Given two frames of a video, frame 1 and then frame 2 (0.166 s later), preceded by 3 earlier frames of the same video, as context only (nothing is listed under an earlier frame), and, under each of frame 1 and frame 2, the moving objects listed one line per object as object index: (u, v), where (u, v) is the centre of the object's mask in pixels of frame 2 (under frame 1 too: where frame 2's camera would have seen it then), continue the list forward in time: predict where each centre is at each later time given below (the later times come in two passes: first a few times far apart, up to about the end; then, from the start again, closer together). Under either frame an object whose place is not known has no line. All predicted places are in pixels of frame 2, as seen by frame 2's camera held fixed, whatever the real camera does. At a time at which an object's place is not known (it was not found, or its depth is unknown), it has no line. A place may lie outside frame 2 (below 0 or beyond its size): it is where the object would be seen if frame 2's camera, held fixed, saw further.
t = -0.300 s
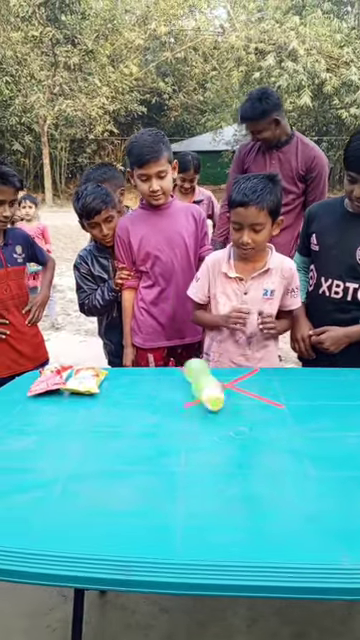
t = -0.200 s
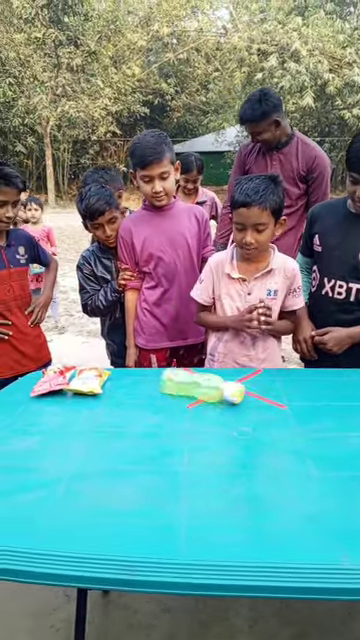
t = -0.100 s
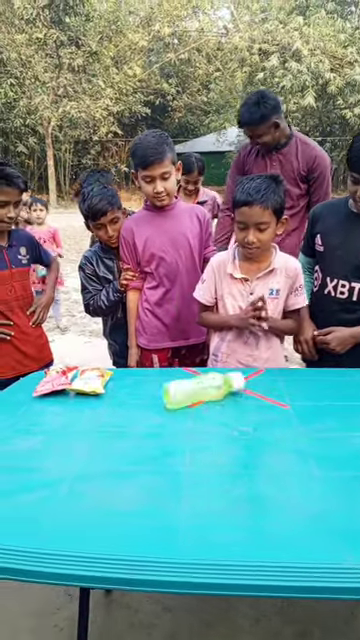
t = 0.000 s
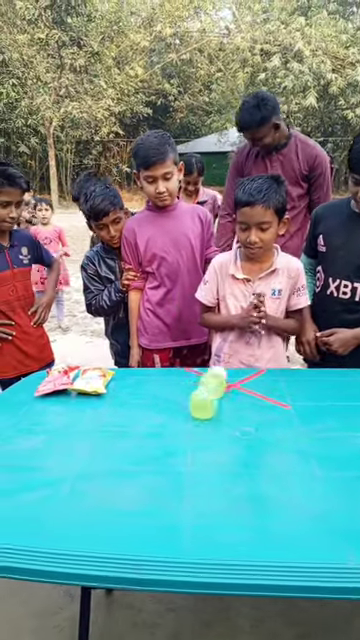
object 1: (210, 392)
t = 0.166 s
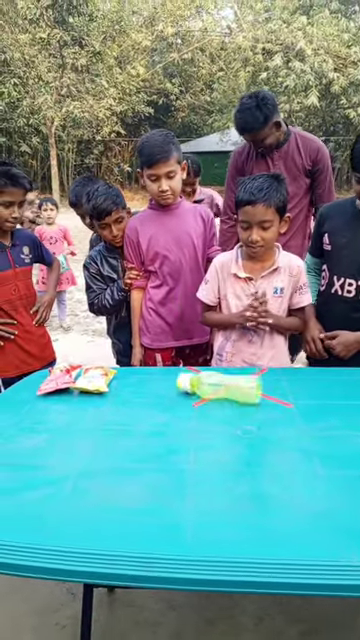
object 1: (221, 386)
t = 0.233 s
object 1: (221, 384)
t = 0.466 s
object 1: (209, 384)
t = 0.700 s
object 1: (203, 392)
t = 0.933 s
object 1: (227, 396)
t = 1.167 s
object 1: (230, 387)
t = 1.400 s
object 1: (221, 385)
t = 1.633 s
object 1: (214, 386)
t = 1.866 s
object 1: (214, 390)
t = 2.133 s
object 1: (232, 394)
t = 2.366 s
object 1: (236, 388)
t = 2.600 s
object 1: (232, 386)
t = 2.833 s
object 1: (229, 386)
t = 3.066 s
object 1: (222, 386)
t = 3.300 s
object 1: (218, 386)
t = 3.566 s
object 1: (218, 386)
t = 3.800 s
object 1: (219, 386)
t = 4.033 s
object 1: (218, 386)
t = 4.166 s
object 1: (218, 387)
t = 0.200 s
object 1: (221, 385)
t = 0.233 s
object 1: (221, 384)
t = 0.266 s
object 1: (220, 384)
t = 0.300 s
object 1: (218, 383)
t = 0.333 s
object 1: (217, 383)
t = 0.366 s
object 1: (214, 384)
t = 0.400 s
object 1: (213, 382)
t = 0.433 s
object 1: (211, 383)
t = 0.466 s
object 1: (209, 384)
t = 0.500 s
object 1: (207, 384)
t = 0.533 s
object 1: (205, 385)
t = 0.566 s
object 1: (203, 386)
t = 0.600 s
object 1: (202, 387)
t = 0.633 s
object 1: (202, 389)
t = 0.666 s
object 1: (202, 390)
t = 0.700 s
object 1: (203, 392)
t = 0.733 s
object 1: (204, 394)
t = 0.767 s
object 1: (207, 395)
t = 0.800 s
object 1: (210, 397)
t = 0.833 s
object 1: (215, 398)
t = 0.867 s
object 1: (220, 398)
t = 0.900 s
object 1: (224, 398)
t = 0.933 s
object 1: (227, 396)
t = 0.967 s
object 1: (229, 395)
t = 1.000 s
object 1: (231, 394)
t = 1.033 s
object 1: (231, 392)
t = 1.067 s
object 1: (231, 391)
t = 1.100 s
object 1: (230, 390)
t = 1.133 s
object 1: (231, 389)
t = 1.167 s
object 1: (230, 387)
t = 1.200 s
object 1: (229, 387)
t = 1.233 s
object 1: (227, 386)
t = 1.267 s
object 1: (226, 385)
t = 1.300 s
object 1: (224, 385)
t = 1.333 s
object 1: (223, 385)
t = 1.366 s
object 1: (222, 386)
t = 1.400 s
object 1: (221, 385)
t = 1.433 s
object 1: (220, 385)
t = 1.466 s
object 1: (219, 386)
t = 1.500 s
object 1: (218, 386)
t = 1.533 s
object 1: (217, 386)
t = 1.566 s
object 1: (216, 386)
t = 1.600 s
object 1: (215, 386)
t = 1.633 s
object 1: (214, 386)
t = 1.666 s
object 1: (214, 387)
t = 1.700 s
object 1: (213, 387)
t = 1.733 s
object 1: (213, 387)
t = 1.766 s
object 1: (213, 388)
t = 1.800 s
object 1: (213, 389)
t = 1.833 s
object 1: (214, 389)
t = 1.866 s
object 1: (214, 390)
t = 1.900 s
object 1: (216, 391)
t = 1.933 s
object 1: (217, 392)
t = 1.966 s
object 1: (219, 394)
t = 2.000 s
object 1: (222, 395)
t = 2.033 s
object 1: (225, 395)
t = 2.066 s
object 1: (228, 395)
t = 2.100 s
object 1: (231, 395)
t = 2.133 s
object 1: (232, 394)
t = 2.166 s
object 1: (234, 393)
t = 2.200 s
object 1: (235, 392)
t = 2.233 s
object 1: (236, 391)
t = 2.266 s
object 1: (236, 390)
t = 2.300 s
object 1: (237, 390)
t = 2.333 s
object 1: (236, 389)
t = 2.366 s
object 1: (236, 388)
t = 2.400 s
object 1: (236, 388)
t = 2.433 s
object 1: (236, 388)
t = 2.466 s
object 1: (235, 387)
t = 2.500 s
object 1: (235, 386)
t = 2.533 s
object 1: (234, 386)
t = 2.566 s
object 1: (233, 386)
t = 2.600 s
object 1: (232, 386)
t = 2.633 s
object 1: (232, 386)
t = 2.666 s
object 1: (232, 386)
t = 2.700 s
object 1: (231, 386)
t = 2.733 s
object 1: (231, 386)
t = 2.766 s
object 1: (230, 386)
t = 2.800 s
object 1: (230, 386)
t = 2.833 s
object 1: (229, 386)
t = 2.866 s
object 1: (229, 386)
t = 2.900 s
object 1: (228, 386)
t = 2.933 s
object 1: (227, 386)
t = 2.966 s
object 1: (225, 386)
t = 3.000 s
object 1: (224, 386)
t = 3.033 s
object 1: (224, 386)
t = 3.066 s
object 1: (222, 386)
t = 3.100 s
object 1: (221, 386)
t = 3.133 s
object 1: (221, 386)
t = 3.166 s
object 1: (220, 386)
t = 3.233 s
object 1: (219, 386)
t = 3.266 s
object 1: (218, 386)
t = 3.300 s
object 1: (218, 386)
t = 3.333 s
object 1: (218, 387)
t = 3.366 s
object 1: (218, 387)
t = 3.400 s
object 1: (218, 387)
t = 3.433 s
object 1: (217, 387)
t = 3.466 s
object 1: (217, 387)
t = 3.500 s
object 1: (217, 387)
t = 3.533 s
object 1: (217, 387)
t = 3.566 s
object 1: (218, 386)
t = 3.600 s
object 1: (218, 386)
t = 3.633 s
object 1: (218, 386)
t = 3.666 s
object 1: (219, 386)
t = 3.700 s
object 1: (219, 386)
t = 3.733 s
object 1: (219, 386)
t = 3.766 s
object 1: (219, 386)
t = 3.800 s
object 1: (219, 386)
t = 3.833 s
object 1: (219, 386)
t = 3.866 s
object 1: (219, 386)
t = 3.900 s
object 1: (219, 386)
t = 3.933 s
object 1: (219, 386)
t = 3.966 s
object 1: (218, 386)
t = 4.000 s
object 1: (218, 386)
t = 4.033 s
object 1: (218, 386)
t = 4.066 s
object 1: (218, 387)
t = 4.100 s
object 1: (218, 386)
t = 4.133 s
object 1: (218, 387)
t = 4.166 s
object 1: (218, 387)
